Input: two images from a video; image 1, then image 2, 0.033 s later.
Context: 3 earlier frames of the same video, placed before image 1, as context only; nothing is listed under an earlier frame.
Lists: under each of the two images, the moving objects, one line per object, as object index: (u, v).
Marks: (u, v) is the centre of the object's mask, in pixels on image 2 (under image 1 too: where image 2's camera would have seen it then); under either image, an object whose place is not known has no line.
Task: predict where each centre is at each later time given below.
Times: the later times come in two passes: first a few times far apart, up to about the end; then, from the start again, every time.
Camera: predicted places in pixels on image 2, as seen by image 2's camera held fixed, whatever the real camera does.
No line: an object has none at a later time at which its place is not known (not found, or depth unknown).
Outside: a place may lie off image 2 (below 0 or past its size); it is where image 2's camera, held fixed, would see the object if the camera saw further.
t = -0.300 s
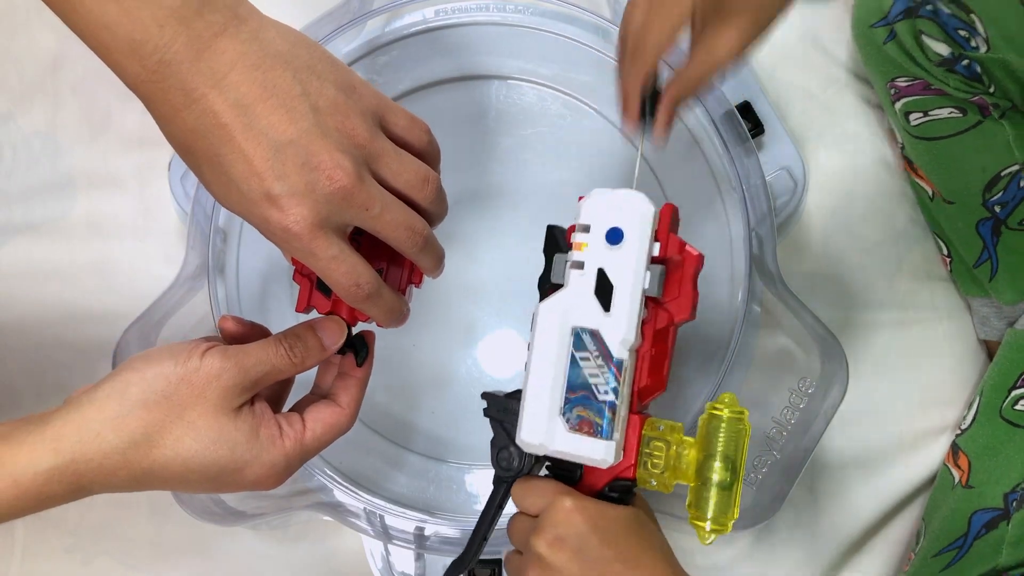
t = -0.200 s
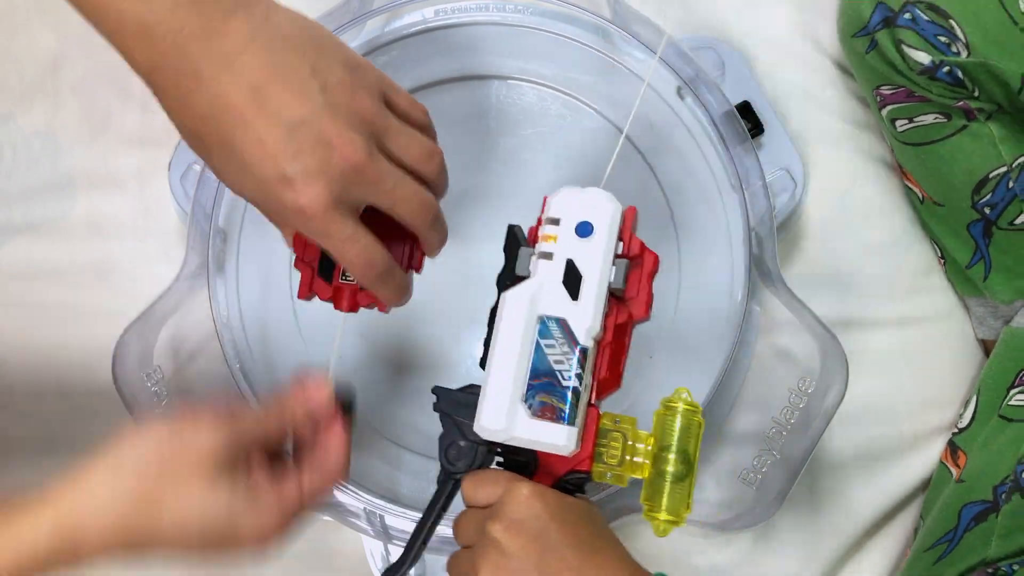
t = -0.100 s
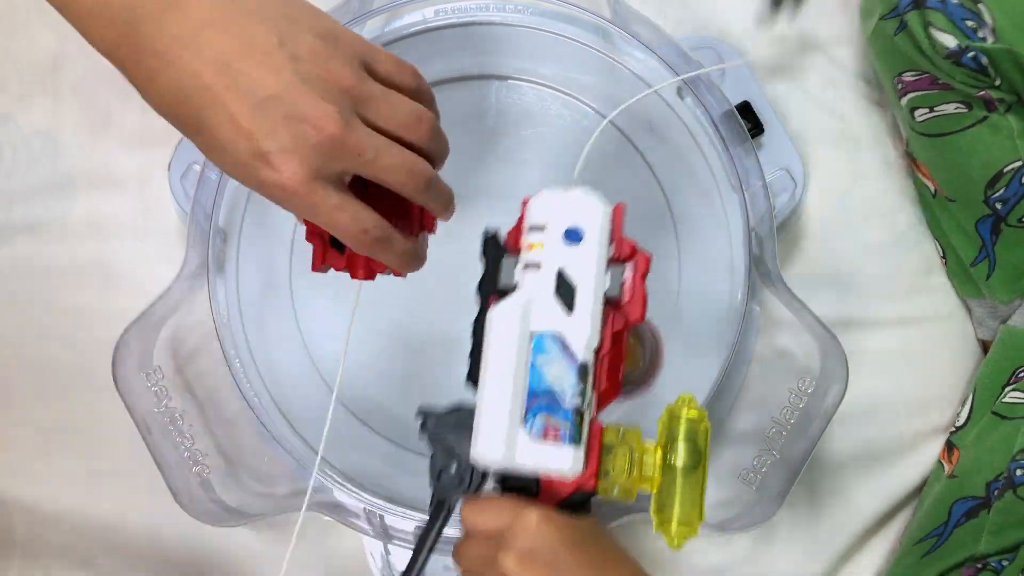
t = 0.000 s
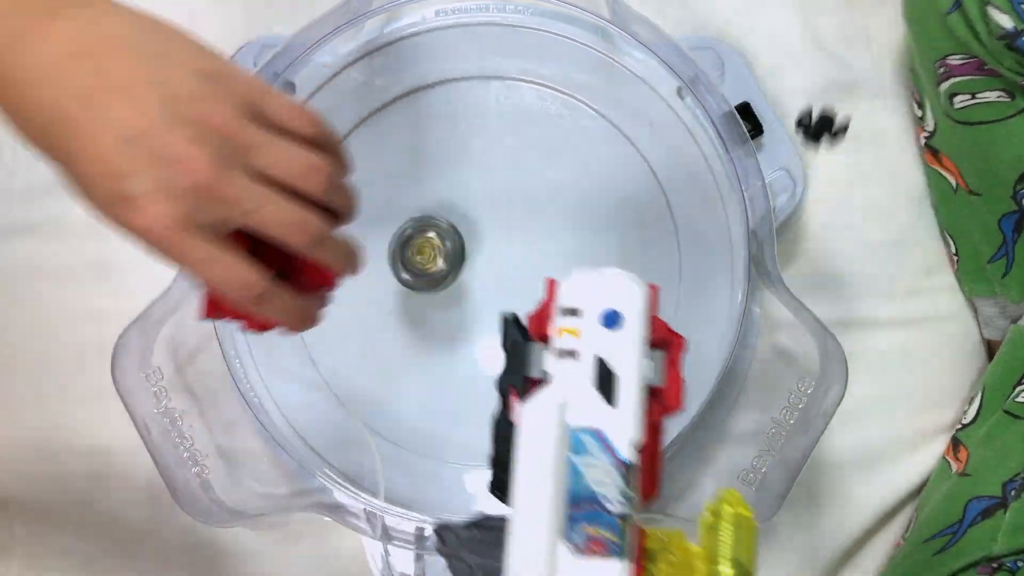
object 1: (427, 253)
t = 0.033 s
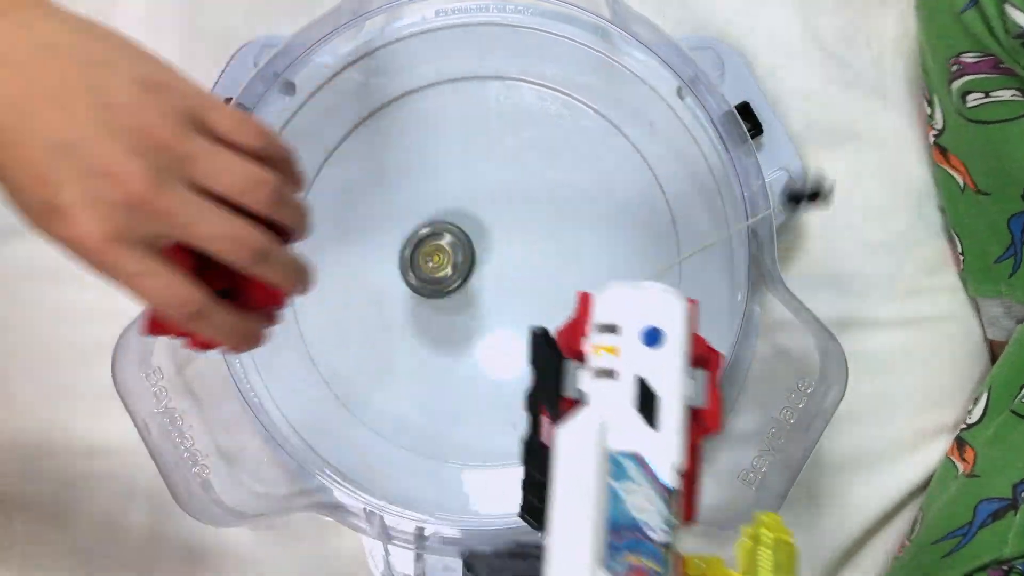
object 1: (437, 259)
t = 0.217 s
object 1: (494, 287)
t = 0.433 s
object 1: (517, 309)
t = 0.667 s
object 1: (471, 315)
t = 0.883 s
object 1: (435, 327)
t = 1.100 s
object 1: (450, 335)
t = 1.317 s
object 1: (455, 364)
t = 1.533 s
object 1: (466, 299)
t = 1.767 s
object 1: (497, 338)
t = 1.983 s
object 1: (524, 362)
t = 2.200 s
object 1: (509, 246)
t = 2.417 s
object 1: (524, 262)
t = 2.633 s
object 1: (489, 291)
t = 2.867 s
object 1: (485, 292)
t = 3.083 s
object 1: (489, 315)
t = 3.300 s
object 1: (493, 295)
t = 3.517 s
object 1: (426, 290)
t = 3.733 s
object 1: (415, 307)
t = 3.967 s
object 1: (451, 310)
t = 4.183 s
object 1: (428, 266)
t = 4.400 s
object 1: (458, 263)
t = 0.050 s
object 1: (442, 261)
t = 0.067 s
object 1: (447, 263)
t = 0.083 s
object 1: (453, 265)
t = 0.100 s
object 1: (460, 269)
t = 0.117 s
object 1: (467, 273)
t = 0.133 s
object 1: (473, 276)
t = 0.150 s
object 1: (479, 280)
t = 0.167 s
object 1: (483, 281)
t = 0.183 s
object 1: (487, 283)
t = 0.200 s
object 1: (492, 285)
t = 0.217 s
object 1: (494, 287)
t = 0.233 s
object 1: (497, 290)
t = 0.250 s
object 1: (500, 292)
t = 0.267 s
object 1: (502, 294)
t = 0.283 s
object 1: (504, 297)
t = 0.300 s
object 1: (506, 299)
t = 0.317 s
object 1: (508, 302)
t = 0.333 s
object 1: (509, 304)
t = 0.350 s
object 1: (511, 305)
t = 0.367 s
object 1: (513, 306)
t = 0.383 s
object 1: (514, 307)
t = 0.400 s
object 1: (516, 308)
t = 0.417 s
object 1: (517, 308)
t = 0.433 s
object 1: (517, 309)
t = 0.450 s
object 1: (516, 309)
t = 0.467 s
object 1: (515, 309)
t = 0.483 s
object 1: (514, 309)
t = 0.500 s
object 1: (512, 310)
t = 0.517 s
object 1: (509, 311)
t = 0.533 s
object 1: (505, 312)
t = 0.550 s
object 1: (501, 312)
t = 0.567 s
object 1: (497, 312)
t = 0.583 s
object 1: (493, 313)
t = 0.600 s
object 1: (489, 313)
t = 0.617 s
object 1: (485, 313)
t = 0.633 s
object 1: (480, 314)
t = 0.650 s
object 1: (476, 315)
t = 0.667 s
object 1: (471, 315)
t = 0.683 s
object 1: (465, 315)
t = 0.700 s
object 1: (461, 316)
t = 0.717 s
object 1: (457, 317)
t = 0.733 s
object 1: (454, 318)
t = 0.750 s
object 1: (451, 320)
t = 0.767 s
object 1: (448, 321)
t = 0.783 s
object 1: (445, 322)
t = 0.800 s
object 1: (442, 323)
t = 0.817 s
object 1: (439, 324)
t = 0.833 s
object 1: (437, 325)
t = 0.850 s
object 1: (436, 325)
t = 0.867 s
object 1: (435, 326)
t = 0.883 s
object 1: (435, 327)
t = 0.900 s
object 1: (435, 328)
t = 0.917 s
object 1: (436, 328)
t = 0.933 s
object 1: (437, 329)
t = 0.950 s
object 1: (438, 329)
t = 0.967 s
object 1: (439, 329)
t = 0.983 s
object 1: (441, 329)
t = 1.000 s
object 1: (443, 328)
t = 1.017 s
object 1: (446, 327)
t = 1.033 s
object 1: (449, 327)
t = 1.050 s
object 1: (451, 326)
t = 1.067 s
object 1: (454, 325)
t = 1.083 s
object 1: (454, 328)
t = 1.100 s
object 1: (450, 335)
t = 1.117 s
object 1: (447, 341)
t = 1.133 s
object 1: (445, 346)
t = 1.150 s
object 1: (444, 352)
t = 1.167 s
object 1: (442, 356)
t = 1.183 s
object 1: (442, 360)
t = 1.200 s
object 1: (442, 363)
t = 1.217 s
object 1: (443, 366)
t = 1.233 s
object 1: (445, 368)
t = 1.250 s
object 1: (446, 369)
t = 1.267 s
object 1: (448, 369)
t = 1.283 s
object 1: (450, 368)
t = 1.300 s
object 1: (452, 366)
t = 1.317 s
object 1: (455, 364)
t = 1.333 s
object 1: (457, 361)
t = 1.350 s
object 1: (459, 358)
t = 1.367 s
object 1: (462, 354)
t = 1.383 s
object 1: (464, 350)
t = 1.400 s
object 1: (466, 346)
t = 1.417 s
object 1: (467, 341)
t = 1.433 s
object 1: (468, 336)
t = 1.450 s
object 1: (469, 331)
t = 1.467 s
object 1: (469, 325)
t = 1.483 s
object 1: (469, 319)
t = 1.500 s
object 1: (468, 313)
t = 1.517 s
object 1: (467, 306)
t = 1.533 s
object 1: (466, 299)
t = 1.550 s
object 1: (465, 292)
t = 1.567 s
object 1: (463, 284)
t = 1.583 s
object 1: (461, 276)
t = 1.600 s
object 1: (459, 268)
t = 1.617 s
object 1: (458, 261)
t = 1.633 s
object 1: (457, 257)
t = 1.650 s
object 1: (462, 265)
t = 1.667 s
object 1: (468, 276)
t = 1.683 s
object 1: (474, 288)
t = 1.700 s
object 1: (479, 300)
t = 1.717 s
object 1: (484, 310)
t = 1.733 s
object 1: (488, 320)
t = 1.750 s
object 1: (493, 329)
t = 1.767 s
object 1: (497, 338)
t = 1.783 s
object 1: (501, 346)
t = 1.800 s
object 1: (504, 354)
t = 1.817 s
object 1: (507, 361)
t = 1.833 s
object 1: (509, 366)
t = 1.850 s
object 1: (511, 371)
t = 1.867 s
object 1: (514, 374)
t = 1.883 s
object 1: (516, 376)
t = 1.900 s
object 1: (517, 376)
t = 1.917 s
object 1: (518, 376)
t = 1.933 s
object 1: (519, 374)
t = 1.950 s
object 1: (521, 371)
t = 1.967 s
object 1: (522, 367)
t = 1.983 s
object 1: (524, 362)
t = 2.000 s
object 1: (526, 355)
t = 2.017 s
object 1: (528, 348)
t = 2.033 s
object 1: (529, 340)
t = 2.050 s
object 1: (529, 331)
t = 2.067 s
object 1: (530, 321)
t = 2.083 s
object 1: (529, 312)
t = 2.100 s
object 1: (528, 302)
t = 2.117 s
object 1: (526, 292)
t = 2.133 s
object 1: (524, 282)
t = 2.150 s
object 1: (521, 272)
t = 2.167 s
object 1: (518, 263)
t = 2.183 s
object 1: (514, 254)
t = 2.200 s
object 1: (509, 246)
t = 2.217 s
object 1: (505, 238)
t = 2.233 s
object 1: (500, 231)
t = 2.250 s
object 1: (500, 229)
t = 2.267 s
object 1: (505, 231)
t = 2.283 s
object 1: (510, 233)
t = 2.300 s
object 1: (514, 234)
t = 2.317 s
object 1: (517, 237)
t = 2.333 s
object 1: (520, 241)
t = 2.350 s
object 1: (522, 244)
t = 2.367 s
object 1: (524, 249)
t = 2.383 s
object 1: (525, 253)
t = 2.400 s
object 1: (525, 258)
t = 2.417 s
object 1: (524, 262)
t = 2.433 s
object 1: (523, 267)
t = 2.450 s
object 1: (521, 271)
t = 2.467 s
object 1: (518, 276)
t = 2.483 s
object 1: (516, 279)
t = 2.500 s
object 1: (513, 281)
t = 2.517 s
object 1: (509, 285)
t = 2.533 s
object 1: (506, 286)
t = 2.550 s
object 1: (502, 288)
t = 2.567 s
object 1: (499, 289)
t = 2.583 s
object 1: (496, 290)
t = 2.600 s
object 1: (494, 291)
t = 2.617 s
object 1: (491, 291)
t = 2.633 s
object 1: (489, 291)
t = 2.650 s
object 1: (487, 291)
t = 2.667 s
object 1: (485, 290)
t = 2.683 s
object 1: (484, 289)
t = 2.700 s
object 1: (483, 288)
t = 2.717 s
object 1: (482, 287)
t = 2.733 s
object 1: (482, 286)
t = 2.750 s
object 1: (482, 286)
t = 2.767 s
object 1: (482, 285)
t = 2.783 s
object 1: (483, 284)
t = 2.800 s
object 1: (485, 284)
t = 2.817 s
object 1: (487, 284)
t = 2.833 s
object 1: (487, 286)
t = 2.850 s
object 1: (485, 289)
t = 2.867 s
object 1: (485, 292)
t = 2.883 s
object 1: (484, 296)
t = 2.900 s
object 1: (484, 299)
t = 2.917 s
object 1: (483, 301)
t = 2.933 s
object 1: (483, 304)
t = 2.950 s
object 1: (484, 306)
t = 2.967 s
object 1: (484, 308)
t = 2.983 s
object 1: (484, 310)
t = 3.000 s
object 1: (484, 312)
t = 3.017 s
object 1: (485, 314)
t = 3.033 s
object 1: (486, 315)
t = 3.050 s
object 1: (487, 315)
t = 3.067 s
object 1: (488, 315)
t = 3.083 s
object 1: (489, 315)
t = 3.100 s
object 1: (489, 314)
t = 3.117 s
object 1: (490, 313)
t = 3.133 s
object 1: (490, 312)
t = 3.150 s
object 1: (491, 311)
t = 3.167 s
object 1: (491, 310)
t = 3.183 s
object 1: (491, 309)
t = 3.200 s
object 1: (492, 308)
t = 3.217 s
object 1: (492, 306)
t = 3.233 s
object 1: (493, 304)
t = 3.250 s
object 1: (493, 302)
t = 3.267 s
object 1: (494, 300)
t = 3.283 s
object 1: (493, 297)
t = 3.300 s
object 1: (493, 295)
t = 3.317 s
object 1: (492, 293)
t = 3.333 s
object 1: (491, 291)
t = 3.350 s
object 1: (490, 290)
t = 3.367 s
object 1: (489, 288)
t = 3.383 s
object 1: (489, 287)
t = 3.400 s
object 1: (488, 285)
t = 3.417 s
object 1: (482, 284)
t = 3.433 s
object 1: (472, 285)
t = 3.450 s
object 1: (462, 286)
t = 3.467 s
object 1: (451, 287)
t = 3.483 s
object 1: (441, 288)
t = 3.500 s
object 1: (433, 289)
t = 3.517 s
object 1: (426, 290)
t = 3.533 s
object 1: (421, 291)
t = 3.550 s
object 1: (414, 292)
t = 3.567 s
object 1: (409, 294)
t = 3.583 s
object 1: (405, 295)
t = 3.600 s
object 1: (402, 296)
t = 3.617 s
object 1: (400, 298)
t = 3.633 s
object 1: (399, 300)
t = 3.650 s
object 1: (400, 301)
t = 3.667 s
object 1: (402, 302)
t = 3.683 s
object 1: (404, 303)
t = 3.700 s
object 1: (407, 304)
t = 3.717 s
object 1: (410, 305)
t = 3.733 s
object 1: (415, 307)
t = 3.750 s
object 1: (420, 308)
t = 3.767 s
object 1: (426, 310)
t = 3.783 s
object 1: (432, 312)
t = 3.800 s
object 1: (438, 313)
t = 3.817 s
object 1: (443, 314)
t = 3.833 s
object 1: (447, 315)
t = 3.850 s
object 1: (452, 316)
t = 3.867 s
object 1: (456, 316)
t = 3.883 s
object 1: (461, 316)
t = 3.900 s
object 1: (464, 314)
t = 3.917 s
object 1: (462, 314)
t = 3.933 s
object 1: (458, 313)
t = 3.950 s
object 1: (455, 311)
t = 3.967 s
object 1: (451, 310)
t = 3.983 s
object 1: (449, 309)
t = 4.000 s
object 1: (446, 306)
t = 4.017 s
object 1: (443, 303)
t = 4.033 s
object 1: (439, 299)
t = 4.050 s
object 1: (436, 295)
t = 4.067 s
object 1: (433, 291)
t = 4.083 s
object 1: (430, 289)
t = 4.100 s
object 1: (429, 285)
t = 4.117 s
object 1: (428, 280)
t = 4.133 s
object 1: (428, 276)
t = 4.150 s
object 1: (427, 272)
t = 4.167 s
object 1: (427, 269)
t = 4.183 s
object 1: (428, 266)
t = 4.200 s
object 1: (431, 264)
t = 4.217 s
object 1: (433, 261)
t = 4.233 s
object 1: (436, 258)
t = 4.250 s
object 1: (438, 257)
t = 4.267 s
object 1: (440, 257)
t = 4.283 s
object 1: (444, 256)
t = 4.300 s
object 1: (447, 256)
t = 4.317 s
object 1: (450, 256)
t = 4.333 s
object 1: (452, 257)
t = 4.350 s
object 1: (453, 259)
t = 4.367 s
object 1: (455, 260)
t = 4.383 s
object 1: (457, 262)
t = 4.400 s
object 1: (458, 263)
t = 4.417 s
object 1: (458, 264)
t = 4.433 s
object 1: (458, 264)
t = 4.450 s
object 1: (458, 265)
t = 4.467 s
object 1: (456, 262)
